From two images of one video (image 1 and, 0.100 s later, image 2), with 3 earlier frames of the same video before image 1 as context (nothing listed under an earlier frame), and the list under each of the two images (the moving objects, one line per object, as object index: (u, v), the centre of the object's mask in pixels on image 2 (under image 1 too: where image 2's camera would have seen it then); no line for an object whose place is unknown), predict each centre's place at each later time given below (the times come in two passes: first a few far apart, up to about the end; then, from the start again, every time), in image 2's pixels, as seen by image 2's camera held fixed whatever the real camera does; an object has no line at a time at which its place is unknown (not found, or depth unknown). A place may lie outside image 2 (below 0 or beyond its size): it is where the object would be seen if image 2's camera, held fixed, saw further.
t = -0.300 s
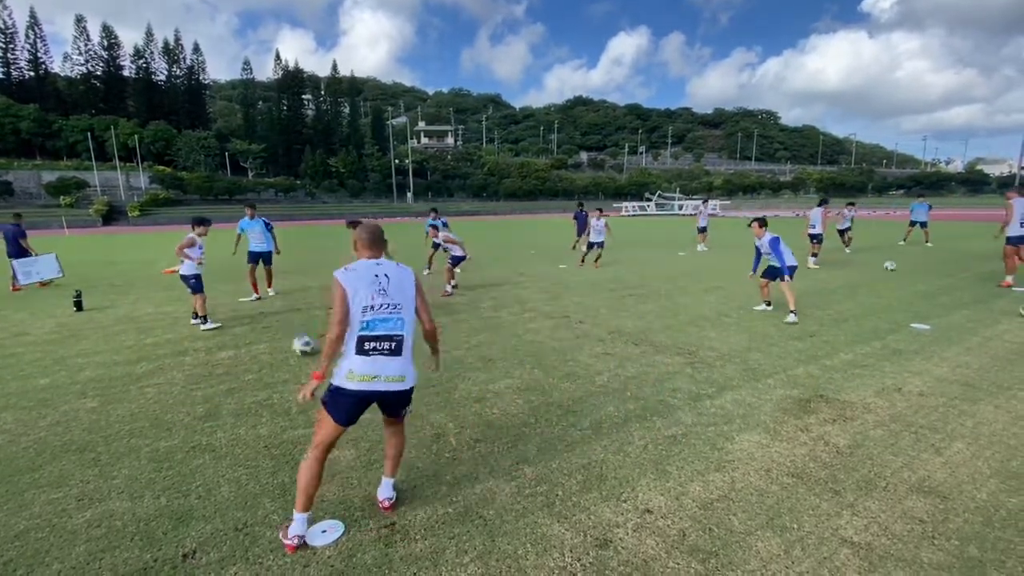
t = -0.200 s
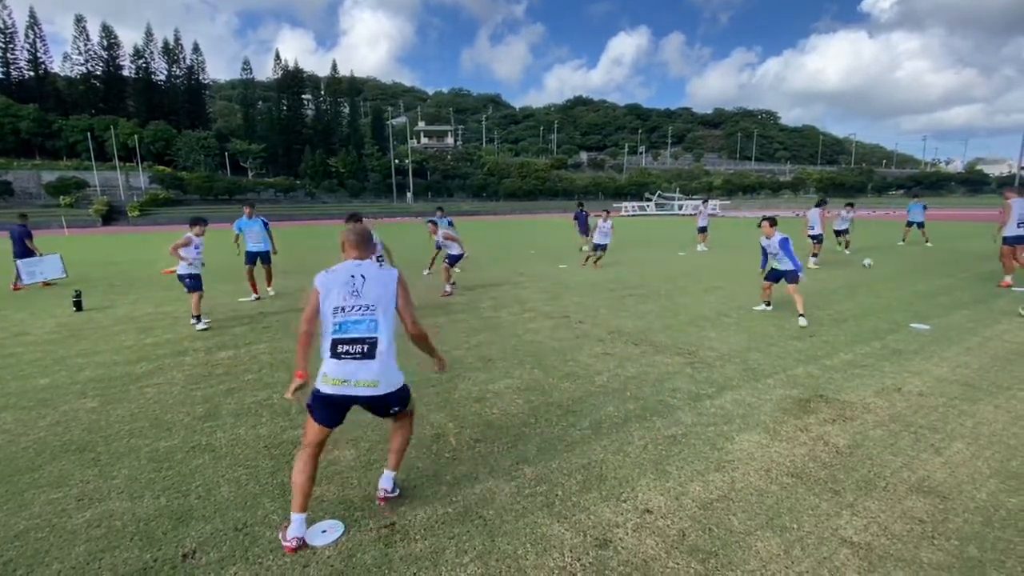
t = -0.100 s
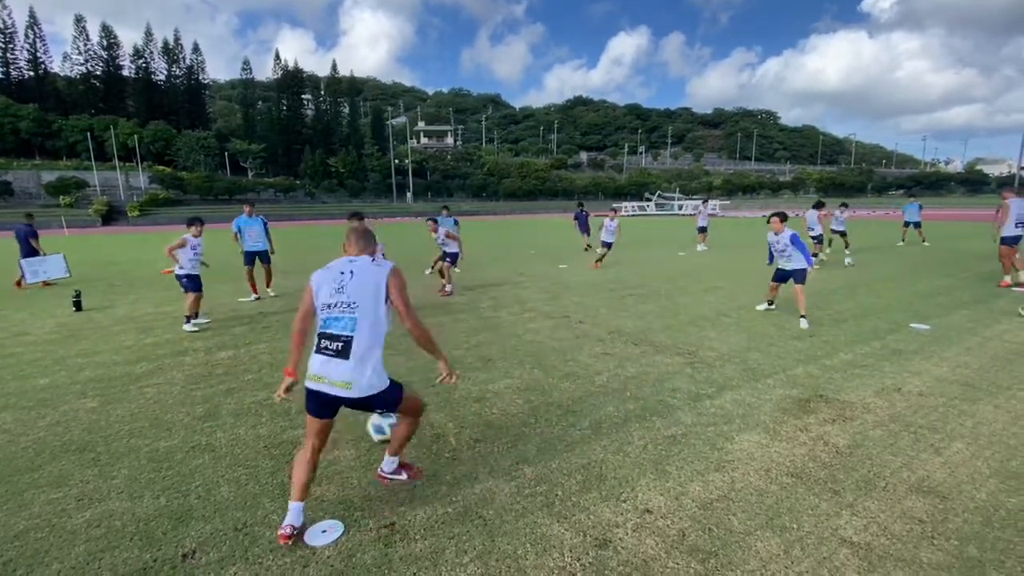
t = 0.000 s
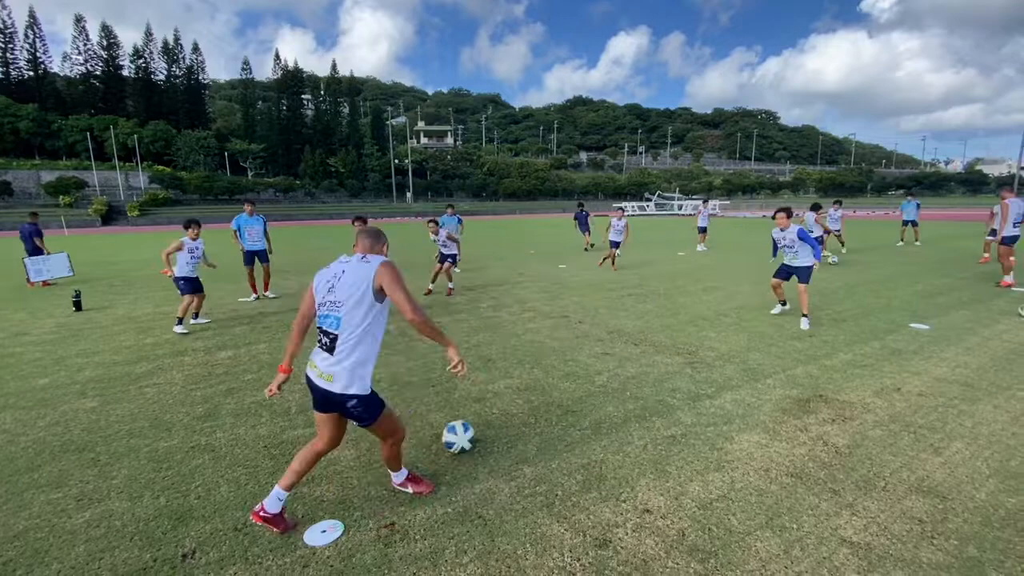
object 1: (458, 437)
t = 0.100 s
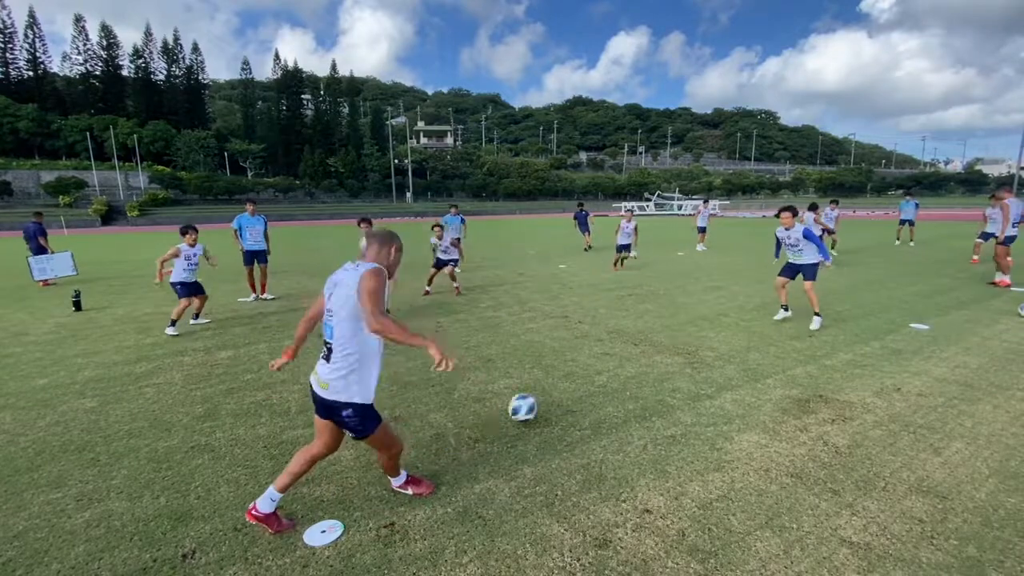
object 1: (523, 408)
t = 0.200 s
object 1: (574, 393)
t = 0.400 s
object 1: (649, 367)
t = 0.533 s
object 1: (685, 355)
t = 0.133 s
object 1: (541, 402)
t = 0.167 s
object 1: (559, 398)
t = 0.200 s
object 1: (574, 393)
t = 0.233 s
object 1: (588, 386)
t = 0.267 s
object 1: (602, 382)
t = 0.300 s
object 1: (615, 378)
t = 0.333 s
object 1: (627, 375)
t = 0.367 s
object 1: (638, 372)
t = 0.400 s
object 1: (649, 367)
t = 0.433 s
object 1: (658, 364)
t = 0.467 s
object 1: (667, 362)
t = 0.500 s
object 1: (677, 359)
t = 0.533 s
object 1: (685, 355)
